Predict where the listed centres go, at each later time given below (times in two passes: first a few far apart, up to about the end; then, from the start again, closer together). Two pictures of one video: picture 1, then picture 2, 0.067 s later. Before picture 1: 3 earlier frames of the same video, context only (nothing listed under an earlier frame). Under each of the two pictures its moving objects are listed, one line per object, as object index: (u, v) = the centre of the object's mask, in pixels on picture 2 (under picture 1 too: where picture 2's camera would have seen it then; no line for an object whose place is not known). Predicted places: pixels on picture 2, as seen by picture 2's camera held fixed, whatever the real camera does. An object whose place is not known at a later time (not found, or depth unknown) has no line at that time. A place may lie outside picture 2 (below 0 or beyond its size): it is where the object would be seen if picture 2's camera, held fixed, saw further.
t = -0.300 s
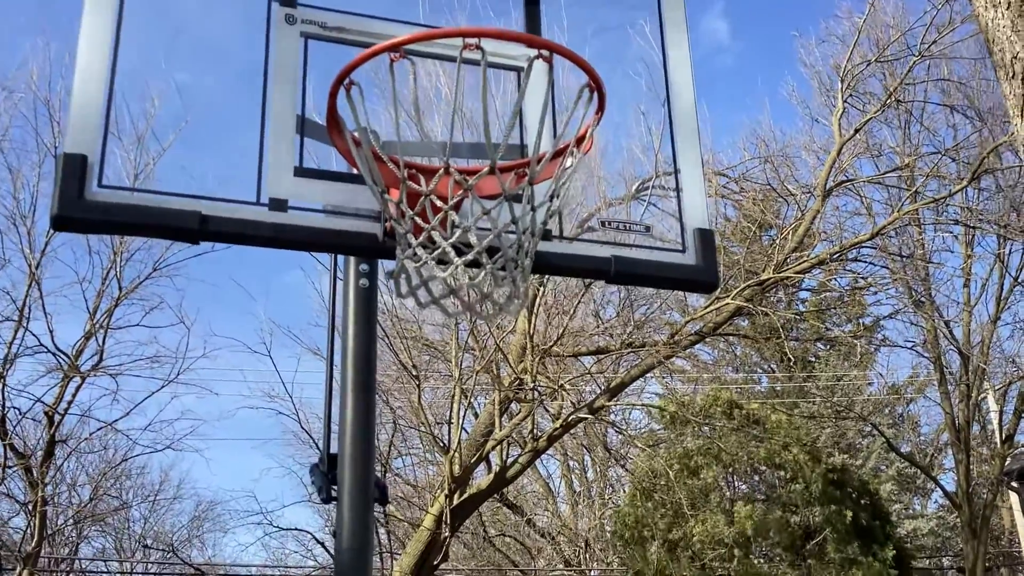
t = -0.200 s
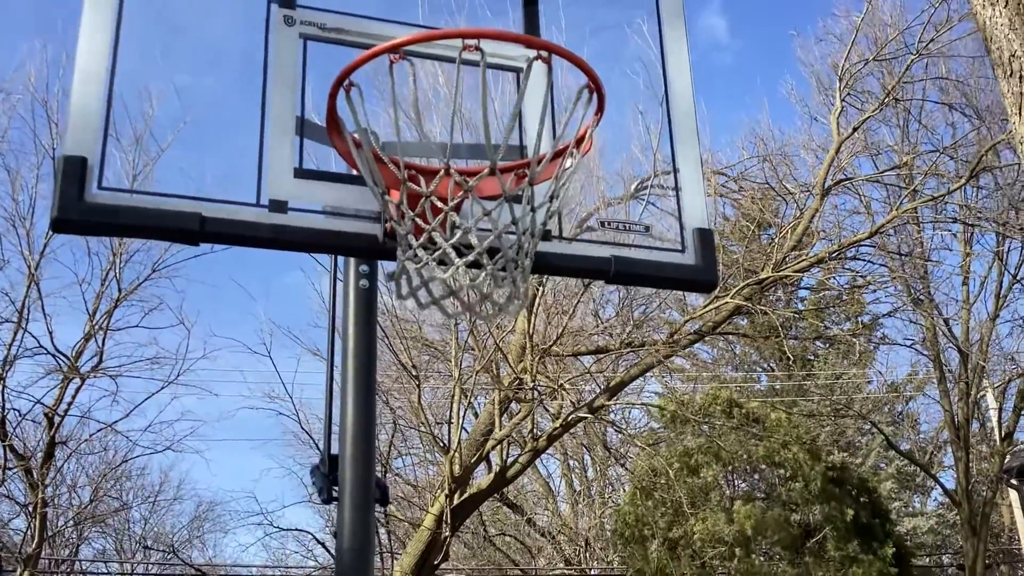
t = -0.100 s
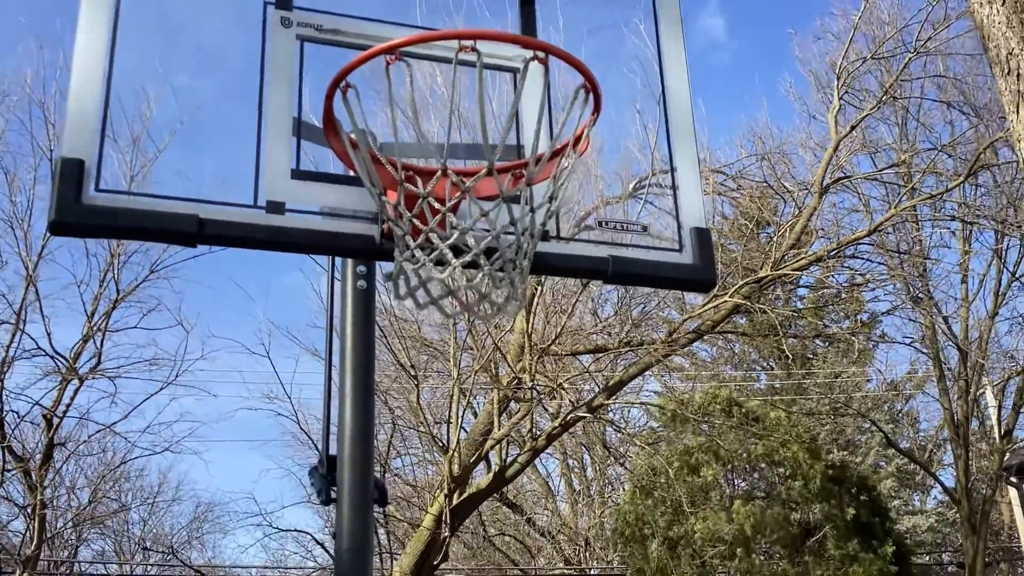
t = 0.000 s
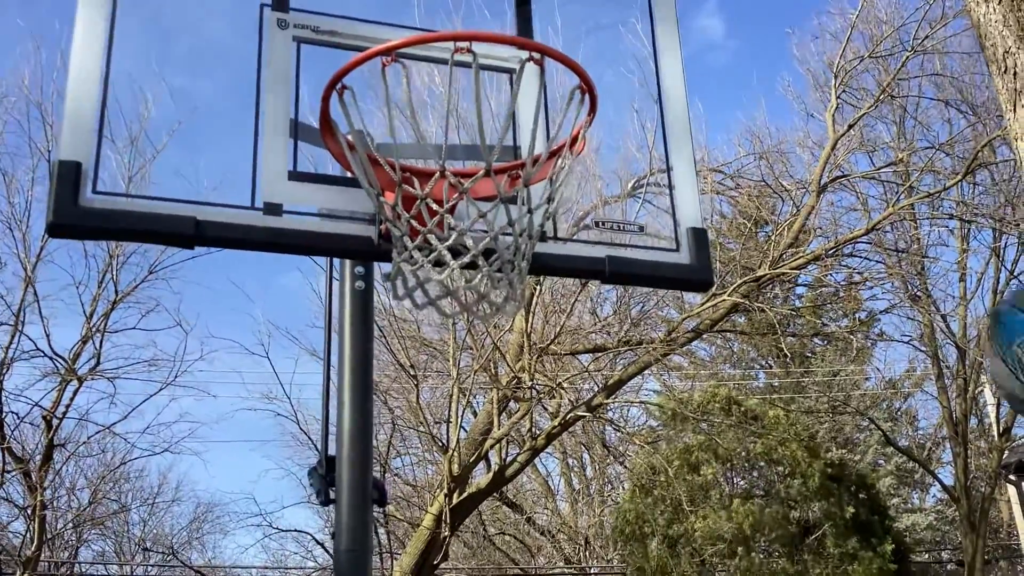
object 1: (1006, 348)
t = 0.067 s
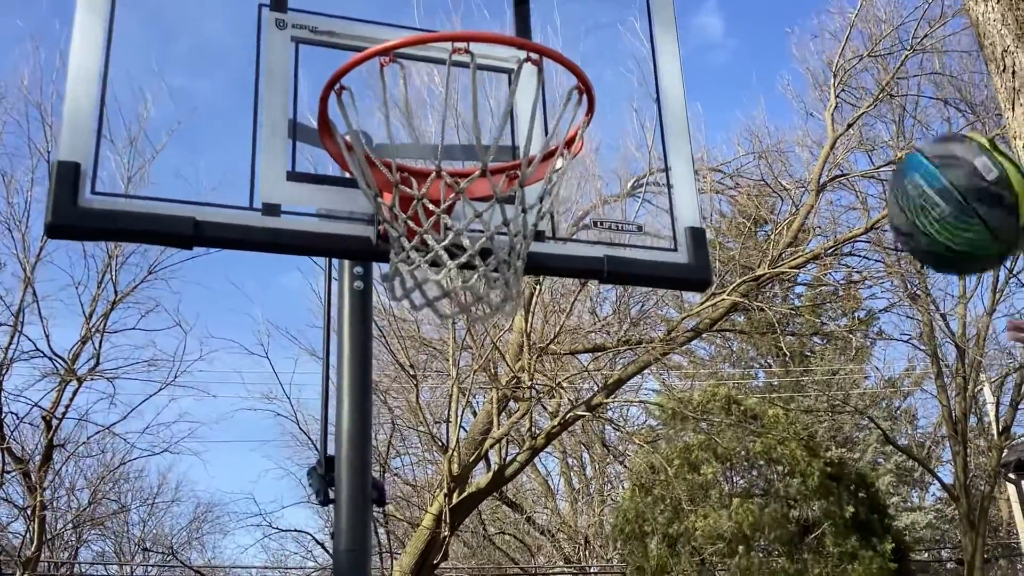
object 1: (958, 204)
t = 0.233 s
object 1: (754, 24)
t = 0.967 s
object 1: (573, 178)
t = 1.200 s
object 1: (469, 270)
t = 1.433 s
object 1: (346, 544)
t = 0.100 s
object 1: (912, 146)
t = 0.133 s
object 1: (867, 96)
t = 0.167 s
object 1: (827, 59)
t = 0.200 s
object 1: (789, 38)
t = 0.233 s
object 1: (754, 24)
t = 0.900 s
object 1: (575, 175)
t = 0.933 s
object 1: (576, 176)
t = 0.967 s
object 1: (573, 178)
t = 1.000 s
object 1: (564, 185)
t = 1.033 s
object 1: (550, 195)
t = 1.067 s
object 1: (536, 206)
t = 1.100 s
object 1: (521, 217)
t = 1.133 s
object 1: (505, 231)
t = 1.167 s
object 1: (485, 250)
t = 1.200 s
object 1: (469, 270)
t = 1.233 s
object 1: (448, 312)
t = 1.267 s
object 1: (432, 330)
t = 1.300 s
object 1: (416, 364)
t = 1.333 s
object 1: (399, 409)
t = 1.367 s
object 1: (379, 462)
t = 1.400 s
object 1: (362, 524)
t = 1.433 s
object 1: (346, 544)
